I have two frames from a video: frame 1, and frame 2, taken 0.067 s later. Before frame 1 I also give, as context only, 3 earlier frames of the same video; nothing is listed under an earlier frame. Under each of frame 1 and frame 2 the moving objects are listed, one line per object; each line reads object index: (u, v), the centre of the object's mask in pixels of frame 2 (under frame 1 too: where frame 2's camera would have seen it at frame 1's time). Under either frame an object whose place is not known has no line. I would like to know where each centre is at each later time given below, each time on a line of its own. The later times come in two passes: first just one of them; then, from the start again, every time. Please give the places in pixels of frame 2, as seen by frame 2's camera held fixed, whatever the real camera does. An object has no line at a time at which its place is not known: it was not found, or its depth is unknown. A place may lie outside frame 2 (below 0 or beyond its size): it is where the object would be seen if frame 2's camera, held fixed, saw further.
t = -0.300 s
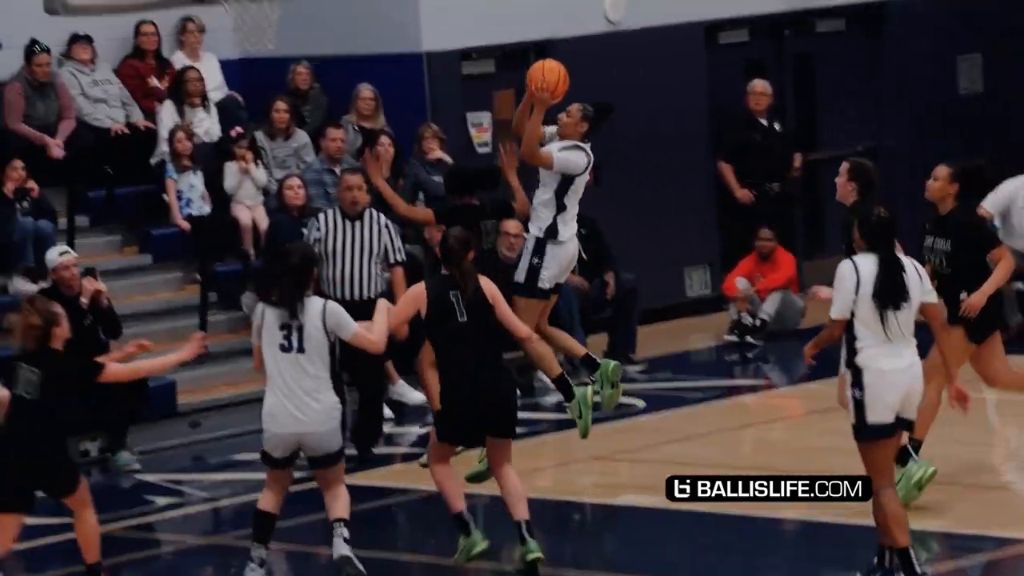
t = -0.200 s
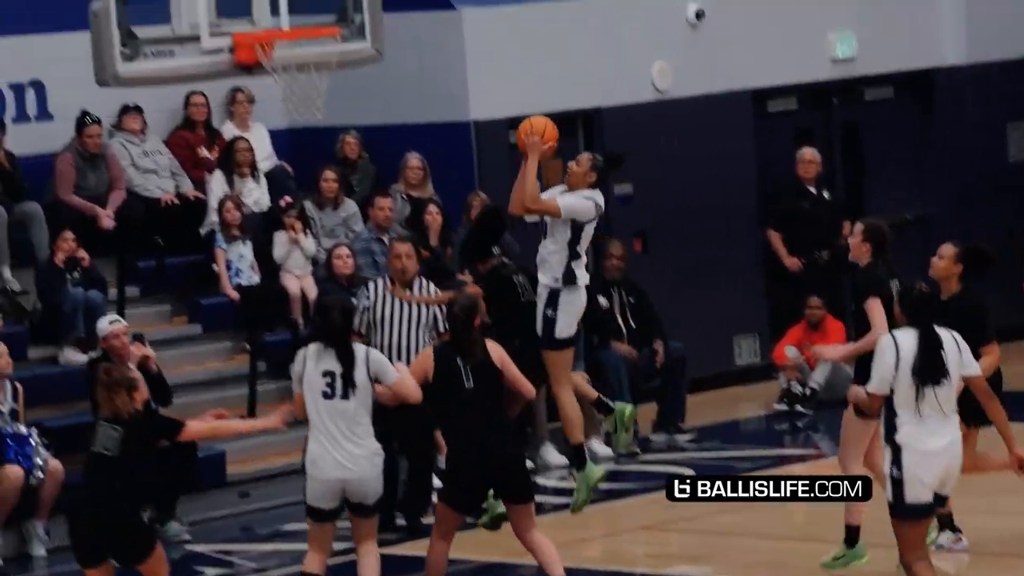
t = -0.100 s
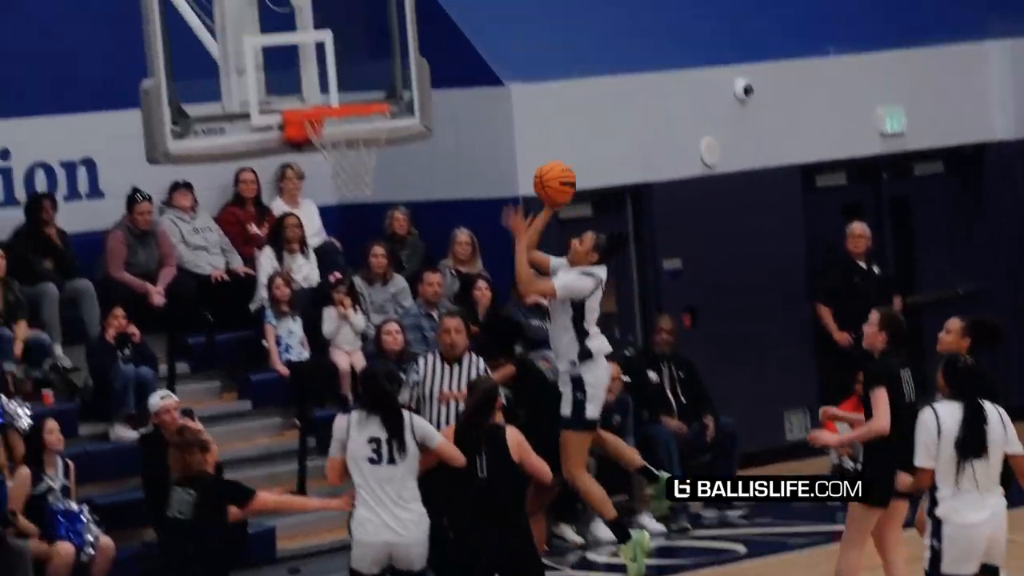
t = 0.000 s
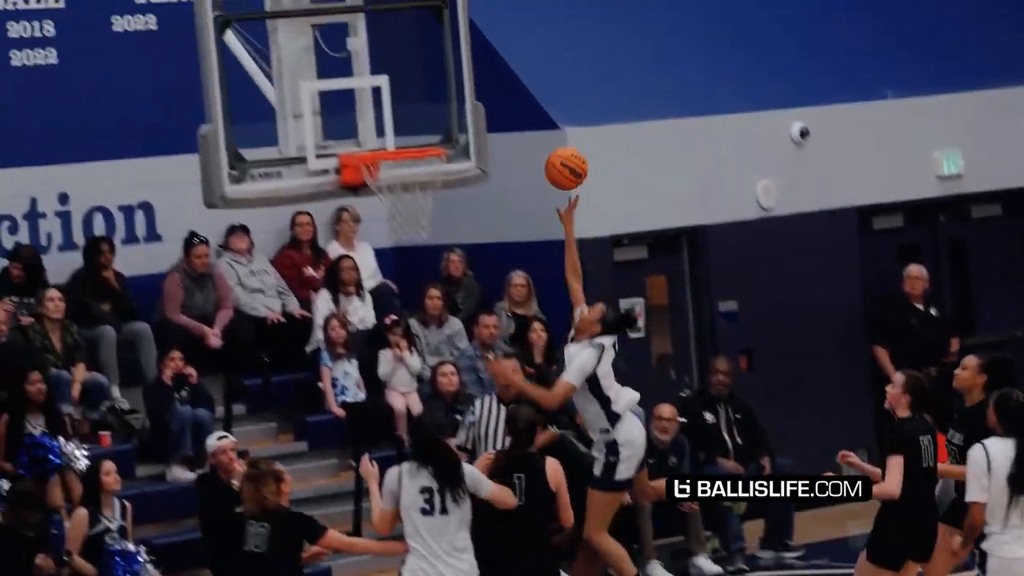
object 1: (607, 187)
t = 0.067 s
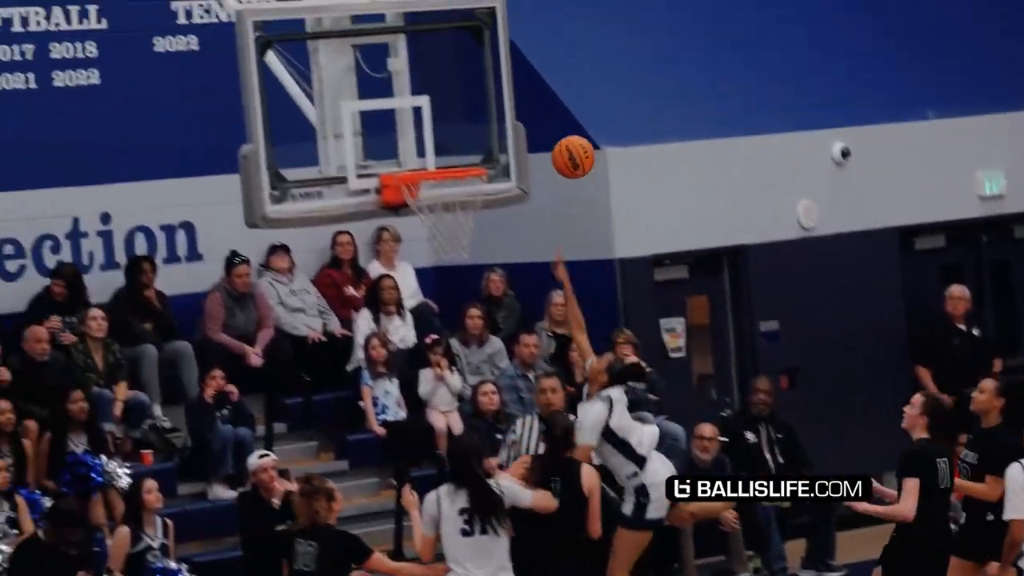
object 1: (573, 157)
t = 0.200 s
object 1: (511, 120)
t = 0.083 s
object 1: (565, 151)
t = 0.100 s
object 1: (557, 145)
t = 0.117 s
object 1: (549, 139)
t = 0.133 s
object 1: (541, 134)
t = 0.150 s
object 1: (533, 130)
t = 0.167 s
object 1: (526, 126)
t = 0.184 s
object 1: (518, 123)
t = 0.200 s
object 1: (511, 120)
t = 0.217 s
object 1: (503, 117)
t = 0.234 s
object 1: (495, 116)
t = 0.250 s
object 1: (487, 114)
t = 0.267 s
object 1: (480, 113)
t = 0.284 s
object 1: (473, 112)
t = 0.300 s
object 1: (465, 113)
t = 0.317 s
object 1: (458, 113)
